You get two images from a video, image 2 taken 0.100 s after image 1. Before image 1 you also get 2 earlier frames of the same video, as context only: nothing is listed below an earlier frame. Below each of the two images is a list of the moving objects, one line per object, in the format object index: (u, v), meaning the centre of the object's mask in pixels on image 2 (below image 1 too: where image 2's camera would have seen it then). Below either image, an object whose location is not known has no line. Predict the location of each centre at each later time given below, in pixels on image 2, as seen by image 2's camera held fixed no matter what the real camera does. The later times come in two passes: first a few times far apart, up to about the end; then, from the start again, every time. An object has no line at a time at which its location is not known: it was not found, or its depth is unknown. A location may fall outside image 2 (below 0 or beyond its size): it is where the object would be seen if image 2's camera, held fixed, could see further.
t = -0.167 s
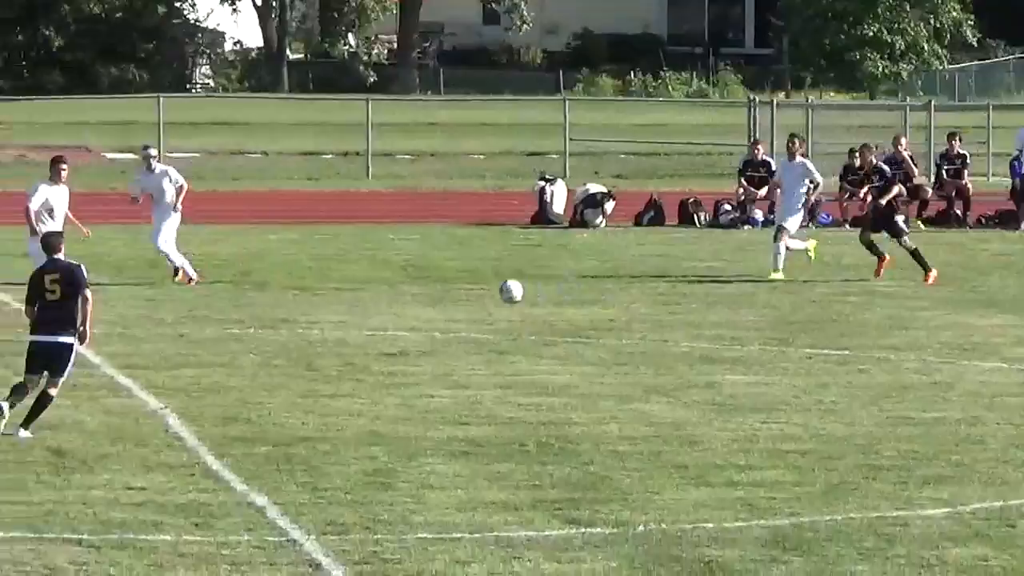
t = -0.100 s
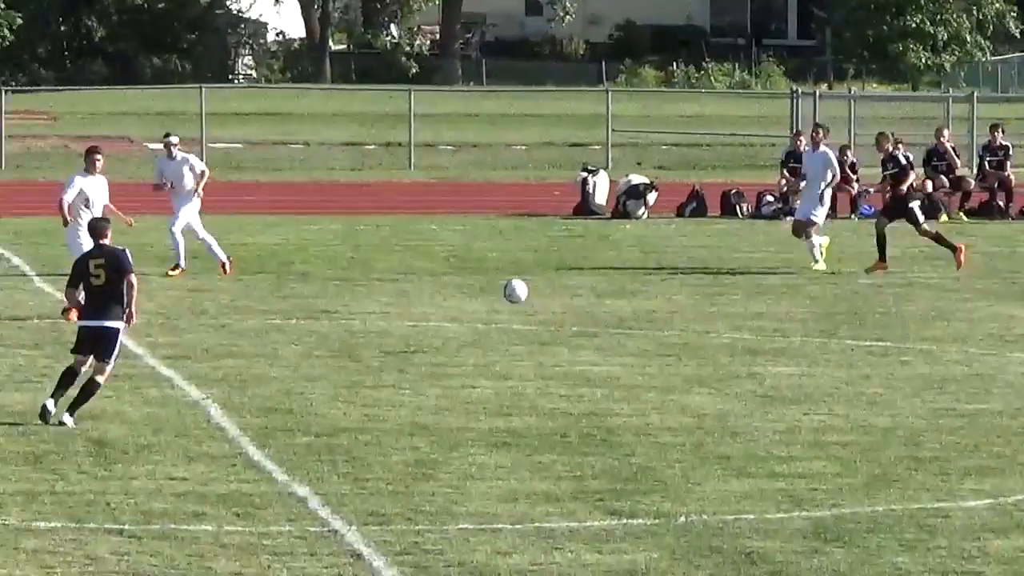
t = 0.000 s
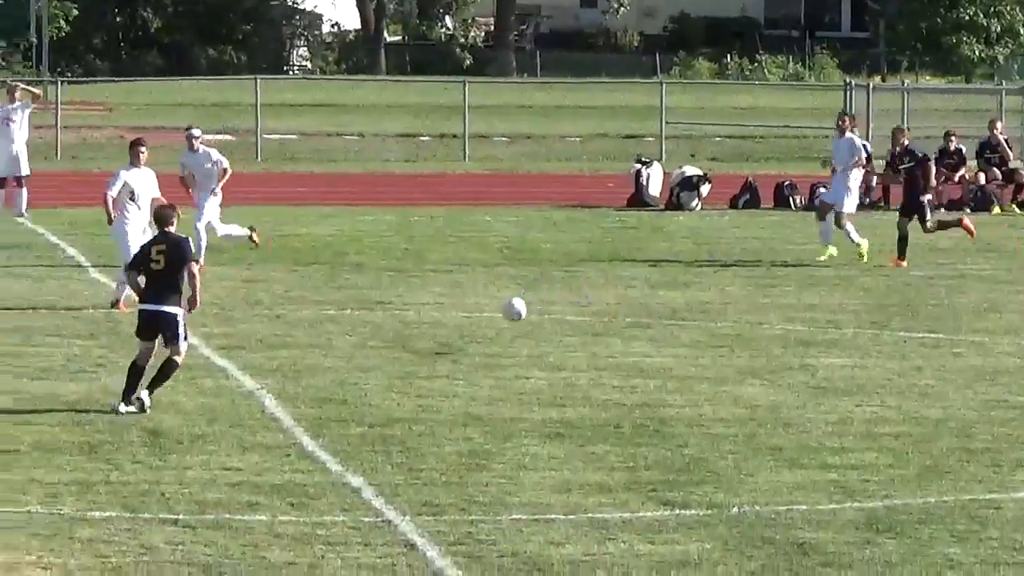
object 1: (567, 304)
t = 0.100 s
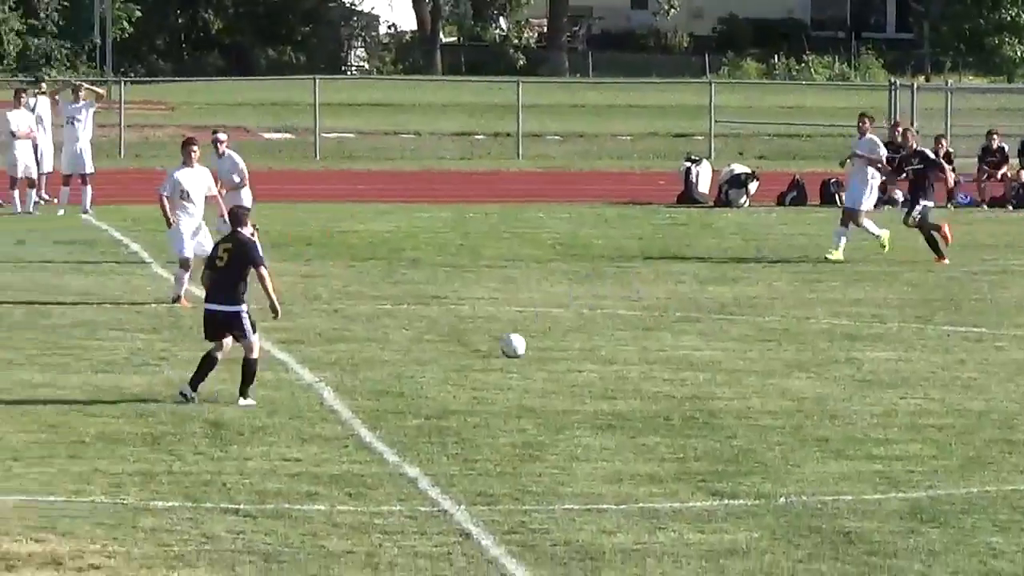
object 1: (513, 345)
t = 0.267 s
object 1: (442, 331)
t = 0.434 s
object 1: (373, 343)
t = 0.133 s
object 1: (497, 349)
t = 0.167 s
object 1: (484, 342)
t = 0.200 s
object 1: (469, 336)
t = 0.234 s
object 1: (456, 334)
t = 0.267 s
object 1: (442, 331)
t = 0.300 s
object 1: (429, 330)
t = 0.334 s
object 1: (416, 331)
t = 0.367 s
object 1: (401, 333)
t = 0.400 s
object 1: (388, 337)
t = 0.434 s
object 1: (373, 343)
